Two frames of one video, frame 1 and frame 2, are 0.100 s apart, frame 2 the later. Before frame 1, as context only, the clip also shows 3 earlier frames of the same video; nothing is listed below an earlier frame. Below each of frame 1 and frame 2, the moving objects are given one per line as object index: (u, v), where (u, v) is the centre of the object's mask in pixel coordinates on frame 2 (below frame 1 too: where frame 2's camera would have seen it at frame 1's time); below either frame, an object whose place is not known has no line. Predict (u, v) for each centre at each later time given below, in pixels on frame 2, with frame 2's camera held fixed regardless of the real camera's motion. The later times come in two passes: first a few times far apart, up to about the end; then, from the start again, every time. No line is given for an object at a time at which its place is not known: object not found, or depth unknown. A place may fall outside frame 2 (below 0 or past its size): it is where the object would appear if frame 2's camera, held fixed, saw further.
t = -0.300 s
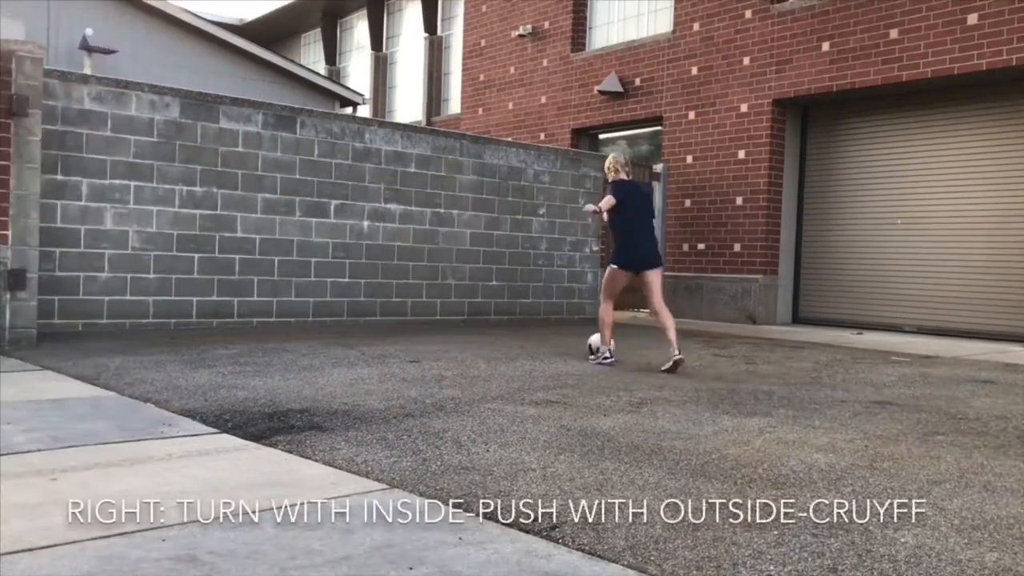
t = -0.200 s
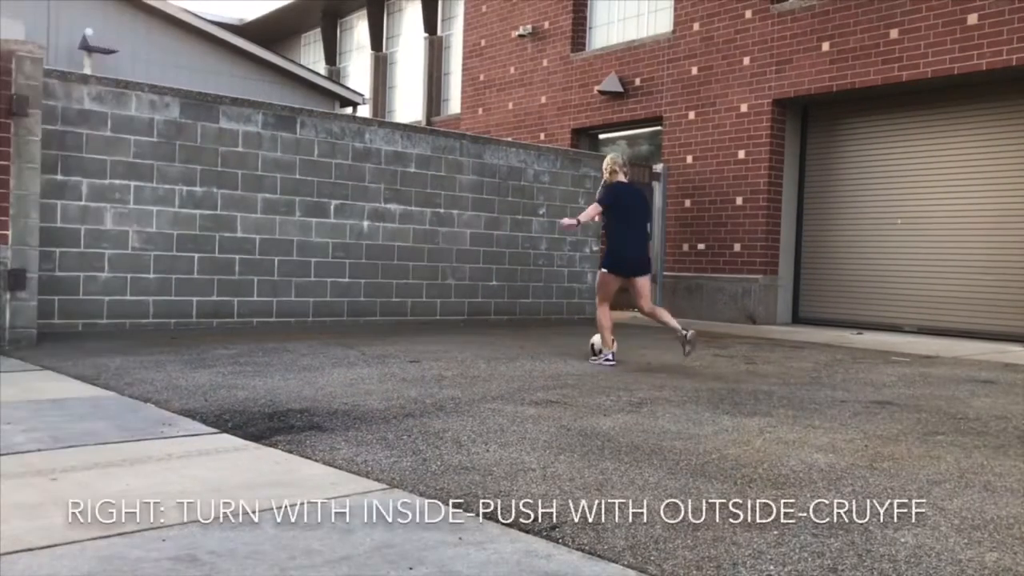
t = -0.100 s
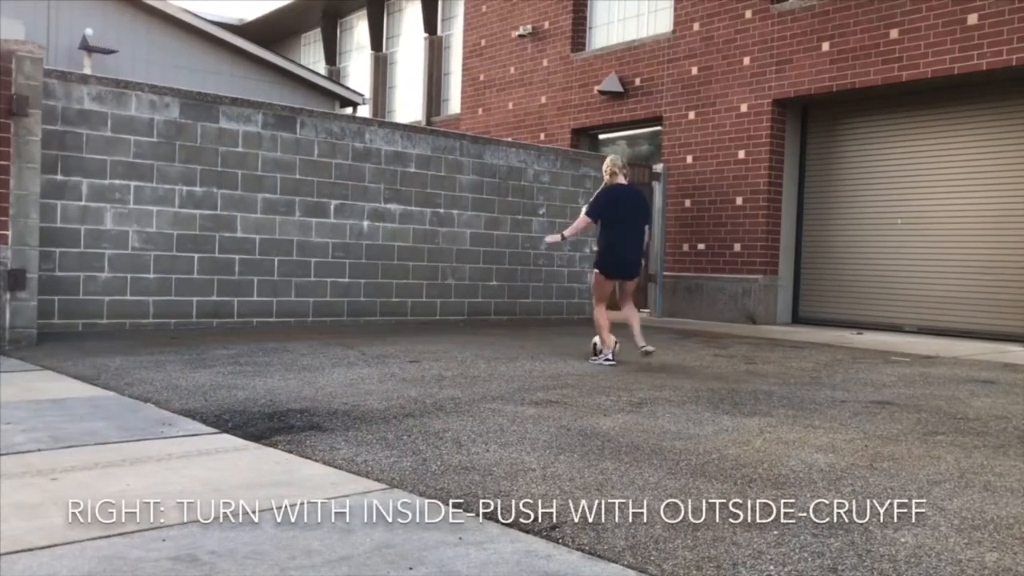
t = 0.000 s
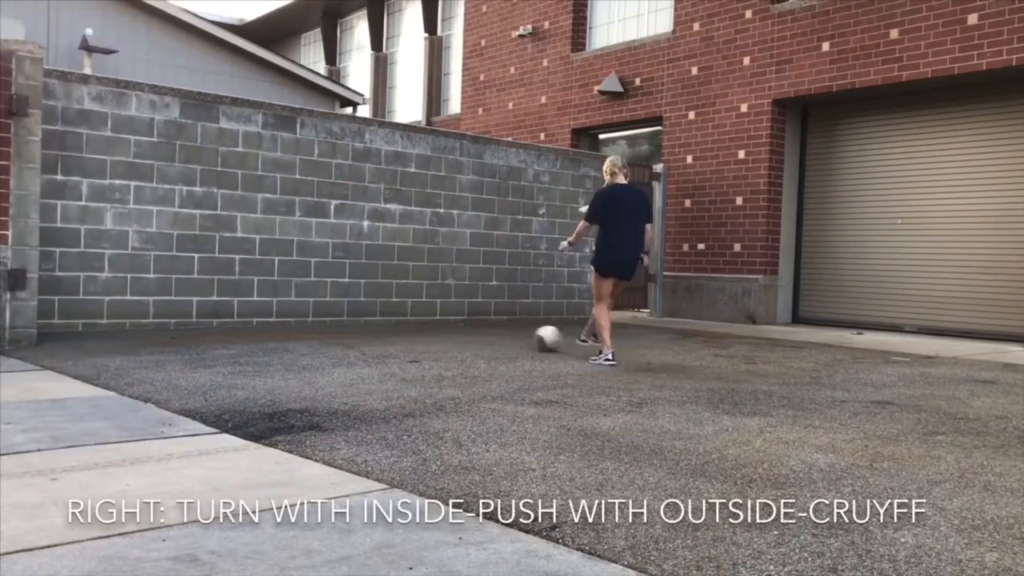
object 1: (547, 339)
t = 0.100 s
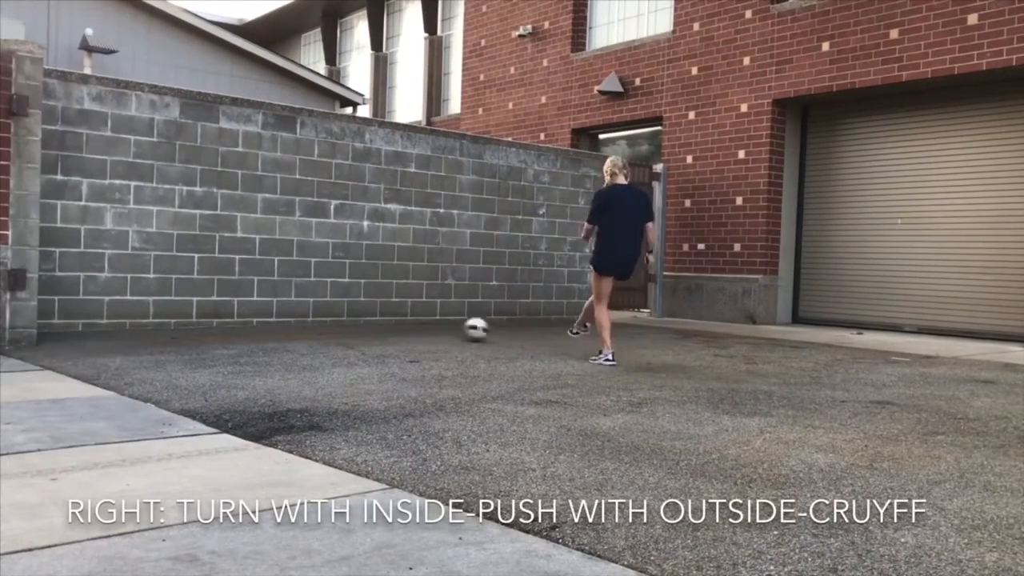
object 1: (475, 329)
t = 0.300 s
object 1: (368, 316)
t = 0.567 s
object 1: (438, 323)
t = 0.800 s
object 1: (514, 336)
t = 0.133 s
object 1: (454, 327)
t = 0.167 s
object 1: (436, 324)
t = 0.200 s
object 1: (417, 322)
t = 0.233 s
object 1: (400, 320)
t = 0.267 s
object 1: (384, 318)
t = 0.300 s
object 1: (368, 316)
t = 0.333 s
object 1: (354, 313)
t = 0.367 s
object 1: (366, 311)
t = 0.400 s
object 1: (377, 311)
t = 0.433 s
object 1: (389, 312)
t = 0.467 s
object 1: (401, 314)
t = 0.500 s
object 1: (414, 318)
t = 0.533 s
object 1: (427, 322)
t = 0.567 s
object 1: (438, 323)
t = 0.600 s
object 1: (449, 321)
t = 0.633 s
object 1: (459, 320)
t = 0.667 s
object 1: (469, 321)
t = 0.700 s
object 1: (481, 322)
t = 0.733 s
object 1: (493, 325)
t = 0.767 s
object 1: (503, 330)
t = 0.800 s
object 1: (514, 336)
